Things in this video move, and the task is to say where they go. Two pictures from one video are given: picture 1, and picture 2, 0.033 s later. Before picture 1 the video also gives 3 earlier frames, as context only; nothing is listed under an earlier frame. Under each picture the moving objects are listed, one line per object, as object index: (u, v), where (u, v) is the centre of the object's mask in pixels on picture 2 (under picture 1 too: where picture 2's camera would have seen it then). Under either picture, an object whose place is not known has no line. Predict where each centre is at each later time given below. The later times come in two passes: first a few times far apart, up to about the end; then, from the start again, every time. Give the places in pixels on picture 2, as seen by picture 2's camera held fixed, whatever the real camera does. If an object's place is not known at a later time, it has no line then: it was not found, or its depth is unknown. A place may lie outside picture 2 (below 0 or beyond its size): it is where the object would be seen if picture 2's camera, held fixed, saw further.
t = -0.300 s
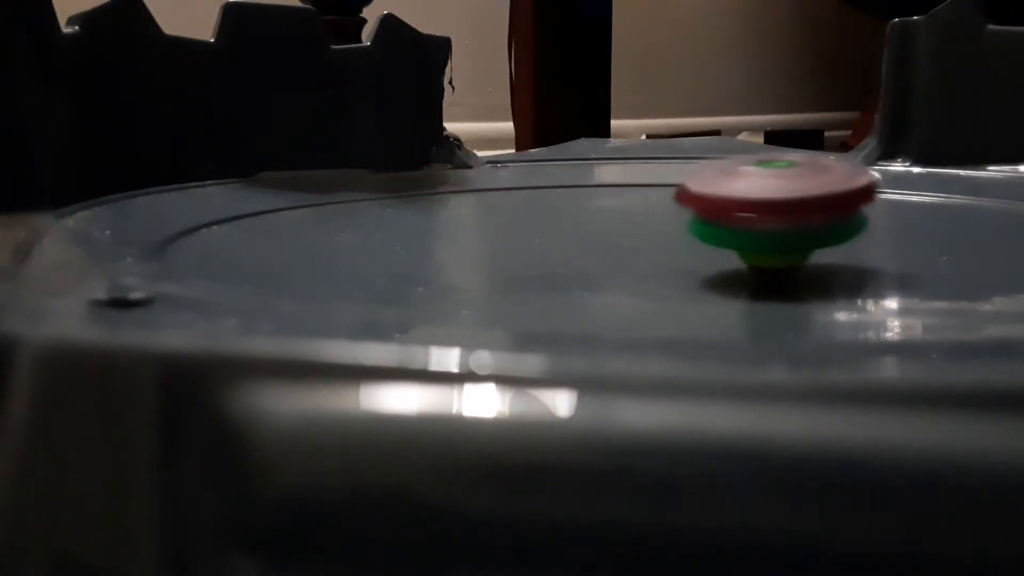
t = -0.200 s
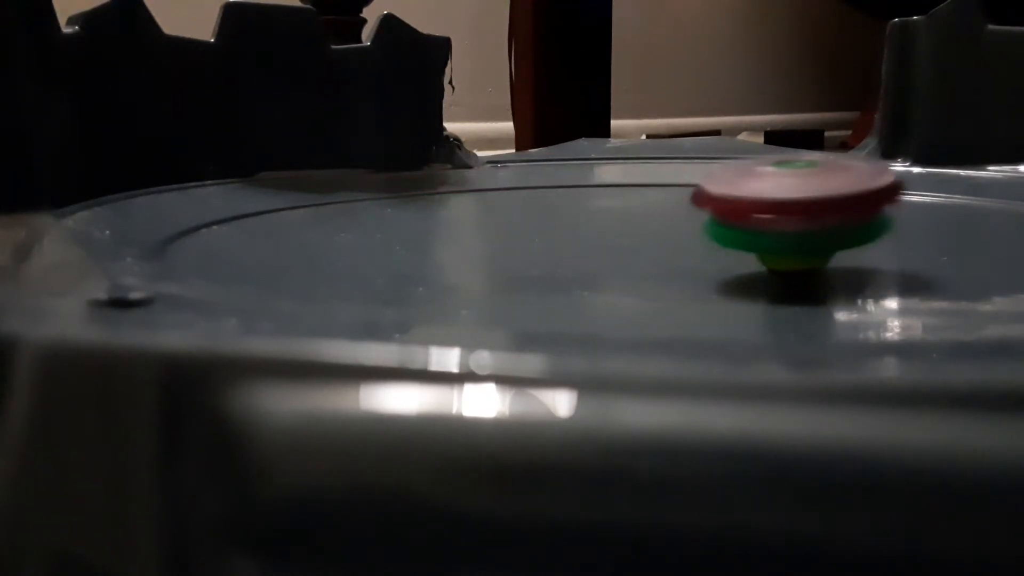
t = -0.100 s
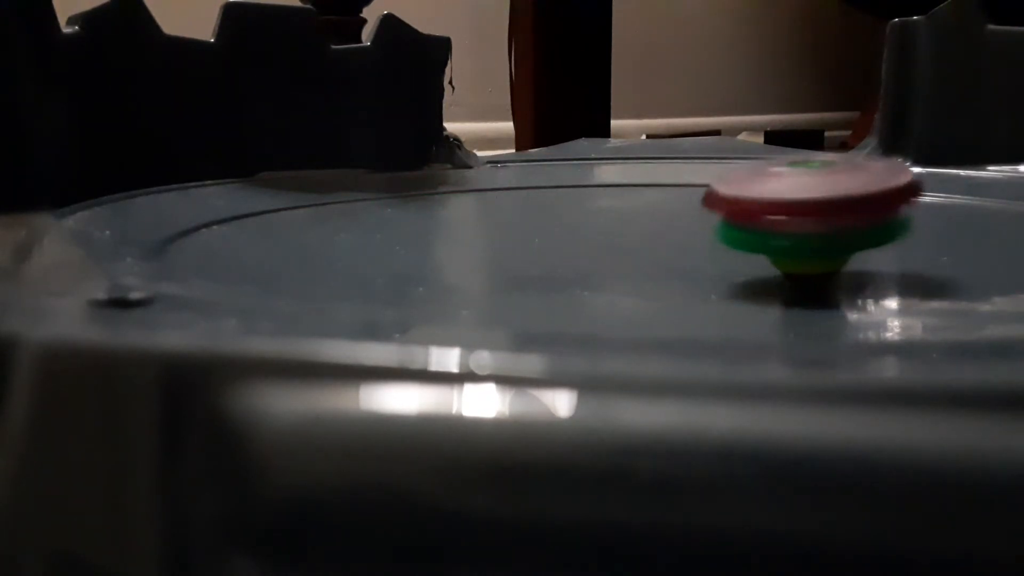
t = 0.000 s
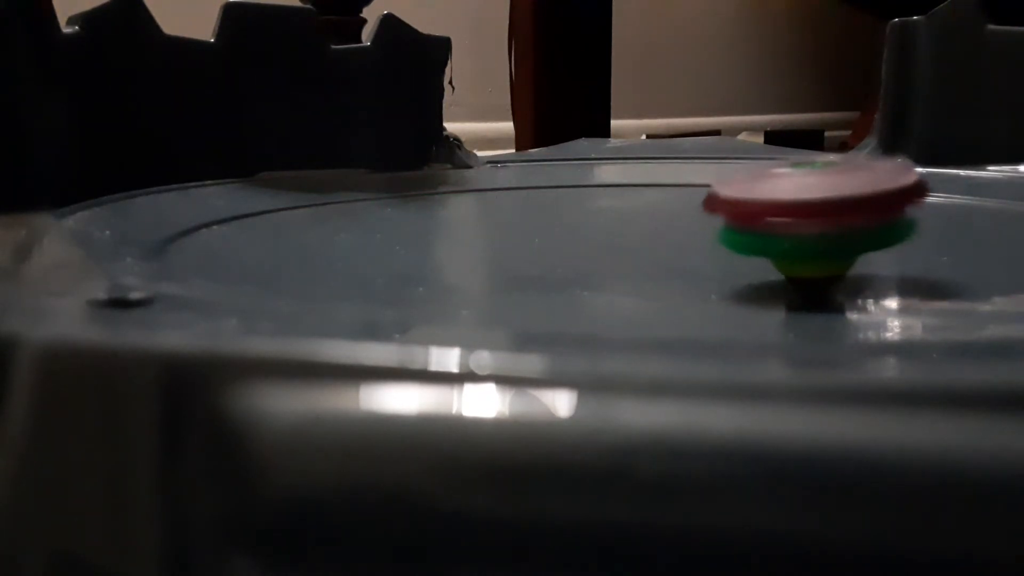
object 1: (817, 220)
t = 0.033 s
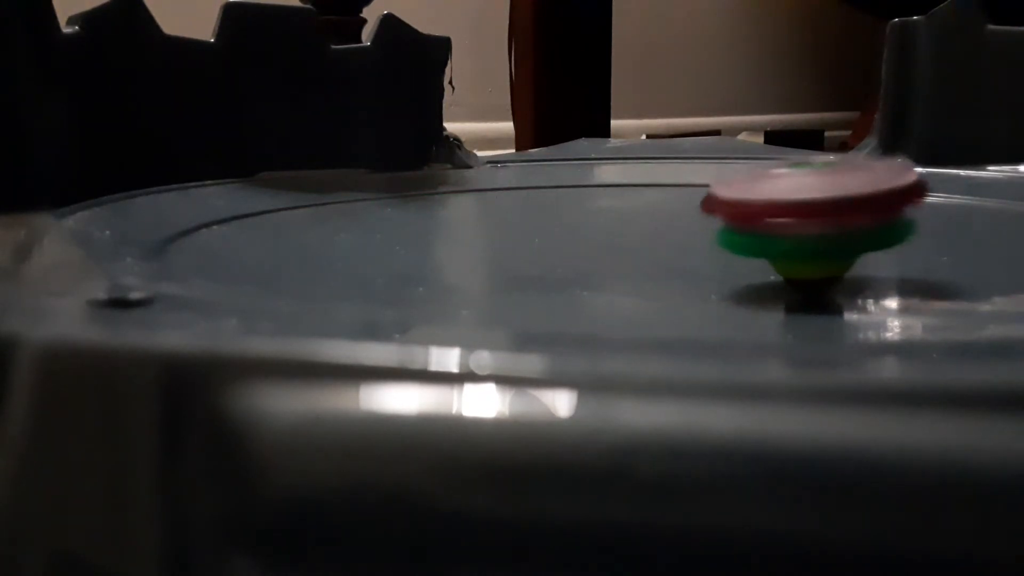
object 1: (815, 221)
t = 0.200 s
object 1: (791, 227)
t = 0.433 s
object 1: (737, 233)
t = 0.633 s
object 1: (674, 232)
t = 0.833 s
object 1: (605, 230)
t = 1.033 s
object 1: (560, 224)
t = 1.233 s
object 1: (534, 220)
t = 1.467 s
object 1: (518, 215)
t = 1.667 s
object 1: (524, 214)
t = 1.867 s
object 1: (546, 213)
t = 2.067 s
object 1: (586, 217)
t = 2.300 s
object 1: (634, 218)
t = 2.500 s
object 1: (667, 217)
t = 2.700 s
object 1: (685, 218)
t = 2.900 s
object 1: (697, 223)
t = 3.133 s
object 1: (695, 227)
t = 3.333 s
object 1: (688, 229)
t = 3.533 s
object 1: (665, 229)
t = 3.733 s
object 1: (633, 228)
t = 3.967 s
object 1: (597, 227)
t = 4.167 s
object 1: (571, 224)
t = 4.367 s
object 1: (568, 222)
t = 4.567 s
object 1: (578, 220)
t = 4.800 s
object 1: (601, 220)
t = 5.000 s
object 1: (626, 219)
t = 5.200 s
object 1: (652, 219)
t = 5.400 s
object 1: (677, 221)
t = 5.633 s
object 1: (691, 224)
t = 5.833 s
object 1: (686, 225)
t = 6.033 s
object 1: (667, 225)
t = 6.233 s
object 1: (635, 227)
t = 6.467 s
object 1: (609, 226)
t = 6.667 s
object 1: (595, 225)
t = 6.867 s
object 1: (594, 223)
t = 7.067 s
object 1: (601, 222)
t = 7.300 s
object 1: (613, 219)
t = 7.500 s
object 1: (629, 219)
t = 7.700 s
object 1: (650, 220)
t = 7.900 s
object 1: (674, 221)
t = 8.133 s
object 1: (680, 223)
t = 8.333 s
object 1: (670, 224)
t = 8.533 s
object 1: (644, 226)
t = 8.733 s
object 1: (620, 226)
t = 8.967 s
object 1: (605, 225)
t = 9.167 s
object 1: (606, 224)
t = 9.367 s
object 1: (613, 223)
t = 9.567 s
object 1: (622, 220)
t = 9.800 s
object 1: (637, 219)
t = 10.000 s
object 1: (647, 220)
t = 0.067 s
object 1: (813, 222)
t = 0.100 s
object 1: (810, 224)
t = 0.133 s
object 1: (804, 225)
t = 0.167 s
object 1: (798, 226)
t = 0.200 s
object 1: (791, 227)
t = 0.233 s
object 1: (784, 228)
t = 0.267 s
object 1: (777, 229)
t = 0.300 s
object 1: (769, 230)
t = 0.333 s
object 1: (761, 231)
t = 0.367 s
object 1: (753, 232)
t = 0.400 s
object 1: (745, 232)
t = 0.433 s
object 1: (737, 233)
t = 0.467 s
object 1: (728, 234)
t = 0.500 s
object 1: (718, 234)
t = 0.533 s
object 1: (707, 233)
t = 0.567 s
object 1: (696, 232)
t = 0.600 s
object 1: (685, 233)
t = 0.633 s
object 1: (674, 232)
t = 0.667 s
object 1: (662, 232)
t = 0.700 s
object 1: (650, 232)
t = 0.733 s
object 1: (636, 232)
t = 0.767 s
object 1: (625, 231)
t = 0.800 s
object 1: (614, 230)
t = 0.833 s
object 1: (605, 230)
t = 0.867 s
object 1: (596, 229)
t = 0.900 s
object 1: (588, 227)
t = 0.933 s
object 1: (581, 227)
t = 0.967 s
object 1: (574, 225)
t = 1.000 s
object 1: (566, 226)
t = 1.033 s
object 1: (560, 224)
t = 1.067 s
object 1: (555, 223)
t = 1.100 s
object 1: (549, 222)
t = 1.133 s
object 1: (545, 221)
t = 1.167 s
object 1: (540, 220)
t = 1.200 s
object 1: (538, 220)
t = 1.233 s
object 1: (534, 220)
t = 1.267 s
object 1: (531, 219)
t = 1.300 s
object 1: (528, 218)
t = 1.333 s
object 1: (525, 217)
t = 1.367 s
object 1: (522, 218)
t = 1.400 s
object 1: (520, 216)
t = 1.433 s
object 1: (519, 215)
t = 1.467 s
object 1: (518, 215)
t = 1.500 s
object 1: (519, 214)
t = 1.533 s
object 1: (519, 214)
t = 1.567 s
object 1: (520, 214)
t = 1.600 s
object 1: (521, 214)
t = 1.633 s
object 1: (522, 215)
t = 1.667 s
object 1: (524, 214)
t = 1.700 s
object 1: (525, 215)
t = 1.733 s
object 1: (529, 213)
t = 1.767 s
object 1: (532, 215)
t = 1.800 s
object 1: (536, 215)
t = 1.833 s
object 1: (540, 213)
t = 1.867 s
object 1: (546, 213)
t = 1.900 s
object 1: (552, 214)
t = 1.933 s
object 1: (559, 214)
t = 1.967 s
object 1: (565, 217)
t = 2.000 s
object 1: (572, 217)
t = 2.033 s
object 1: (579, 217)
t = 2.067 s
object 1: (586, 217)
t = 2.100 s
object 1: (593, 217)
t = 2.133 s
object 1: (600, 217)
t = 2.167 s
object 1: (607, 216)
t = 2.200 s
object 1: (614, 217)
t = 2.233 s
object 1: (621, 218)
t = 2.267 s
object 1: (628, 218)
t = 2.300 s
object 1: (634, 218)
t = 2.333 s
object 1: (640, 218)
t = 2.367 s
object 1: (647, 218)
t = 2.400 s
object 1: (652, 218)
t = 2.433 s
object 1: (658, 218)
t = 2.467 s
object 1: (663, 218)
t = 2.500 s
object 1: (667, 217)
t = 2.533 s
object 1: (671, 217)
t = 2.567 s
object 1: (674, 217)
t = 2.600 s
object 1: (677, 217)
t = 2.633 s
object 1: (679, 217)
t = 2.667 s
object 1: (683, 218)
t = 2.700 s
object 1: (685, 218)
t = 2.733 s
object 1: (689, 221)
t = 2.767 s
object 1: (691, 221)
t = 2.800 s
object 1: (693, 222)
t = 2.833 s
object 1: (694, 222)
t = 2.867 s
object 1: (696, 223)
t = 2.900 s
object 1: (697, 223)
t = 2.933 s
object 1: (699, 224)
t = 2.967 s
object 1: (699, 225)
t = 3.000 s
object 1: (698, 225)
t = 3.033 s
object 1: (698, 226)
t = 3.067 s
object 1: (696, 226)
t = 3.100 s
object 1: (696, 227)
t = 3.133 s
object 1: (695, 227)
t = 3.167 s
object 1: (694, 228)
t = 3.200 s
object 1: (693, 228)
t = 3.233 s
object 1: (693, 228)
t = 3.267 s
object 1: (691, 229)
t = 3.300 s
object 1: (689, 229)
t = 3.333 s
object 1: (688, 229)
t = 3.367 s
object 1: (684, 229)
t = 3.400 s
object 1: (682, 229)
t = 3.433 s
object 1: (678, 229)
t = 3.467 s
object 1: (674, 229)
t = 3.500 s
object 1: (670, 229)
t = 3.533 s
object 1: (665, 229)
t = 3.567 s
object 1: (660, 229)
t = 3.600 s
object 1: (654, 229)
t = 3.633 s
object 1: (648, 229)
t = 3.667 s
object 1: (643, 229)
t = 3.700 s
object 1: (637, 229)
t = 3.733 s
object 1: (633, 228)
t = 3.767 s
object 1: (626, 228)
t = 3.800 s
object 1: (621, 228)
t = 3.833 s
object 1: (617, 228)
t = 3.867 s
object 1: (612, 228)
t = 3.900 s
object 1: (607, 228)
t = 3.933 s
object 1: (602, 228)
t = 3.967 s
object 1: (597, 227)
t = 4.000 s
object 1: (593, 226)
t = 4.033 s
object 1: (587, 226)
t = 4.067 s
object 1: (581, 225)
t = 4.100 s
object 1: (577, 225)
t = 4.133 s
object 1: (573, 225)
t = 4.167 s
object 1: (571, 224)
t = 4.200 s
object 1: (569, 224)
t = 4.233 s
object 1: (568, 223)
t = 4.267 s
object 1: (567, 223)
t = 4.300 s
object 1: (567, 222)
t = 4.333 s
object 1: (567, 222)
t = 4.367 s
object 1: (568, 222)
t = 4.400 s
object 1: (568, 222)
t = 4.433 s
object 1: (569, 221)
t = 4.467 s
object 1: (571, 221)
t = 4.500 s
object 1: (572, 221)
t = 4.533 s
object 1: (575, 221)
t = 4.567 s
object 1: (578, 220)
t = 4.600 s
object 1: (581, 221)
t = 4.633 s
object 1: (584, 220)
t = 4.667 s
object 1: (587, 220)
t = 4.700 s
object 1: (590, 221)
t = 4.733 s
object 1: (595, 220)
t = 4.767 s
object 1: (598, 220)
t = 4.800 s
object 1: (601, 220)
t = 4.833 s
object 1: (605, 220)
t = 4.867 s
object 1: (609, 219)
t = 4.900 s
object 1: (613, 219)
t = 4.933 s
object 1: (617, 219)
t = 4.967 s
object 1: (621, 219)
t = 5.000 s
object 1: (626, 219)
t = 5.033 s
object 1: (630, 219)
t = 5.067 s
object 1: (635, 219)
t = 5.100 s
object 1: (640, 219)
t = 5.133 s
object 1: (644, 219)
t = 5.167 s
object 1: (648, 220)
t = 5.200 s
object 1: (652, 219)
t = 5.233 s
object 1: (656, 220)
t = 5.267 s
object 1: (661, 220)
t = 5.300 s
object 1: (665, 221)
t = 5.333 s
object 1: (669, 221)
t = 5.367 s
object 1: (673, 221)
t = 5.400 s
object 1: (677, 221)
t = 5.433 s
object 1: (680, 221)
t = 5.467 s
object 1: (682, 221)
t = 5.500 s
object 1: (684, 221)
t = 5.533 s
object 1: (688, 224)
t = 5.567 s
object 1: (689, 224)
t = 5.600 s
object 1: (690, 224)
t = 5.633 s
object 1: (691, 224)
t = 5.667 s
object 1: (691, 224)
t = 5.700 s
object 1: (690, 225)
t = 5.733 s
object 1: (690, 225)
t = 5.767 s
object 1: (688, 225)
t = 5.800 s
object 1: (687, 225)
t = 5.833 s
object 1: (686, 225)
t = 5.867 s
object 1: (684, 225)
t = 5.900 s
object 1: (681, 226)
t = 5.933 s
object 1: (678, 224)
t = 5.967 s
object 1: (674, 224)
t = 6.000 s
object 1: (671, 224)
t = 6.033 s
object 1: (667, 225)
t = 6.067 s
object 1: (662, 226)
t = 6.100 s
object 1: (657, 226)
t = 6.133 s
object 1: (652, 226)
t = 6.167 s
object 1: (646, 227)
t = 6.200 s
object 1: (641, 227)
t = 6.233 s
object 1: (635, 227)
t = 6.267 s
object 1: (631, 227)
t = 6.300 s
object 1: (627, 227)
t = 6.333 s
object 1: (623, 227)
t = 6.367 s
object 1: (619, 226)
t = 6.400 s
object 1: (616, 226)
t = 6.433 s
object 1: (612, 227)
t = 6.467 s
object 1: (609, 226)
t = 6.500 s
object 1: (606, 226)
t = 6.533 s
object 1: (604, 226)
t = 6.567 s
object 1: (602, 226)
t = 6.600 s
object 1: (599, 225)
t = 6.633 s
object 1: (597, 225)
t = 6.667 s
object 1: (595, 225)
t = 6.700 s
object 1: (594, 225)
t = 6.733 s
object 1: (593, 224)
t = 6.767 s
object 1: (593, 224)
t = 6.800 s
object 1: (593, 224)
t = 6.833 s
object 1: (594, 223)
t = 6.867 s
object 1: (594, 223)
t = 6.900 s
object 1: (595, 223)
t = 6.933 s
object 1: (595, 223)
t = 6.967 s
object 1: (596, 222)
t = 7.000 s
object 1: (598, 221)
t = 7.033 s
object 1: (599, 221)
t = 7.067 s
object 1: (601, 222)
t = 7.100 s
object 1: (603, 221)
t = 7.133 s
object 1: (604, 221)
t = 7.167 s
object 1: (606, 220)
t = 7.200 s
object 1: (608, 220)
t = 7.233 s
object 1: (609, 220)
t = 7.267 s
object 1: (611, 219)
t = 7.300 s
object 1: (613, 219)
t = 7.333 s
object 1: (615, 219)
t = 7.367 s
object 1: (617, 219)
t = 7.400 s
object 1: (620, 219)
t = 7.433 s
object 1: (622, 219)
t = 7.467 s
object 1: (626, 219)
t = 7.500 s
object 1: (629, 219)
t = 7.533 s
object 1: (632, 219)
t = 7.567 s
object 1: (635, 219)
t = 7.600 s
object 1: (639, 220)
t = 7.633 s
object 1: (642, 219)
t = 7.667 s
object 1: (646, 220)
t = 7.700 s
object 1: (650, 220)
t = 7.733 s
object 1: (654, 220)
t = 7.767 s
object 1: (658, 221)
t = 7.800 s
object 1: (663, 221)
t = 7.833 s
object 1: (667, 221)
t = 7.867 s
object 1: (671, 221)
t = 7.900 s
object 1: (674, 221)
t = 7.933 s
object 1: (676, 222)
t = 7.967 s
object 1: (678, 222)
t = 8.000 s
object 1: (679, 222)
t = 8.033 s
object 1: (680, 222)
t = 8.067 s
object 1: (680, 222)
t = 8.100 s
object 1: (681, 222)
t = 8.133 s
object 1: (680, 223)
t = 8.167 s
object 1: (680, 223)
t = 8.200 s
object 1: (679, 223)
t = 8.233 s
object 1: (678, 224)
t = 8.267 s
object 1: (676, 224)
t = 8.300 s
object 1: (674, 224)
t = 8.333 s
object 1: (670, 224)
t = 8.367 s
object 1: (666, 224)
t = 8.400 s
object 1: (663, 224)
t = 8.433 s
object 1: (658, 225)
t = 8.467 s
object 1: (654, 225)
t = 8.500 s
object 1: (649, 225)
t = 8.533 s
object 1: (644, 226)
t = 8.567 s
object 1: (639, 226)
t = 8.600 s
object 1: (634, 226)
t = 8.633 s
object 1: (630, 226)
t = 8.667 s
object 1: (627, 226)
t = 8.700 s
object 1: (624, 226)
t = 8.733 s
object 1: (620, 226)
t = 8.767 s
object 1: (617, 226)
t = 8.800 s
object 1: (614, 226)
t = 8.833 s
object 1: (612, 226)
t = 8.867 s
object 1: (610, 226)
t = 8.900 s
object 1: (608, 226)
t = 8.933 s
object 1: (607, 226)
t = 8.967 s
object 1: (605, 225)
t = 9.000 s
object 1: (605, 225)
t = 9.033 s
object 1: (604, 225)
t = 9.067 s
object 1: (604, 225)
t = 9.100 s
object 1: (604, 225)
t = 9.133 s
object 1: (605, 225)
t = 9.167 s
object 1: (606, 224)
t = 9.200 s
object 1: (606, 224)
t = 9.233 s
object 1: (608, 223)
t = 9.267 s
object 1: (609, 223)
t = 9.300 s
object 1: (610, 223)
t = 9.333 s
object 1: (612, 223)
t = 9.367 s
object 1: (613, 223)
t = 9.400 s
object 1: (614, 222)
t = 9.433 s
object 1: (615, 221)
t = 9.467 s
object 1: (617, 221)
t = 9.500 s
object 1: (619, 221)
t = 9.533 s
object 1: (620, 220)
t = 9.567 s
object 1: (622, 220)
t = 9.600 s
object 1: (624, 220)
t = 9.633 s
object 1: (627, 220)
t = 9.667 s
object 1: (629, 220)
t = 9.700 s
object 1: (631, 220)
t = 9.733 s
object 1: (633, 219)
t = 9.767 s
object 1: (635, 220)
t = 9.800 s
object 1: (637, 219)
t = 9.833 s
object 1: (639, 220)
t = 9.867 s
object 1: (641, 220)
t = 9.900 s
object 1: (642, 220)
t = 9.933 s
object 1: (644, 219)
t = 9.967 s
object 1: (646, 220)
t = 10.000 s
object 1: (647, 220)
